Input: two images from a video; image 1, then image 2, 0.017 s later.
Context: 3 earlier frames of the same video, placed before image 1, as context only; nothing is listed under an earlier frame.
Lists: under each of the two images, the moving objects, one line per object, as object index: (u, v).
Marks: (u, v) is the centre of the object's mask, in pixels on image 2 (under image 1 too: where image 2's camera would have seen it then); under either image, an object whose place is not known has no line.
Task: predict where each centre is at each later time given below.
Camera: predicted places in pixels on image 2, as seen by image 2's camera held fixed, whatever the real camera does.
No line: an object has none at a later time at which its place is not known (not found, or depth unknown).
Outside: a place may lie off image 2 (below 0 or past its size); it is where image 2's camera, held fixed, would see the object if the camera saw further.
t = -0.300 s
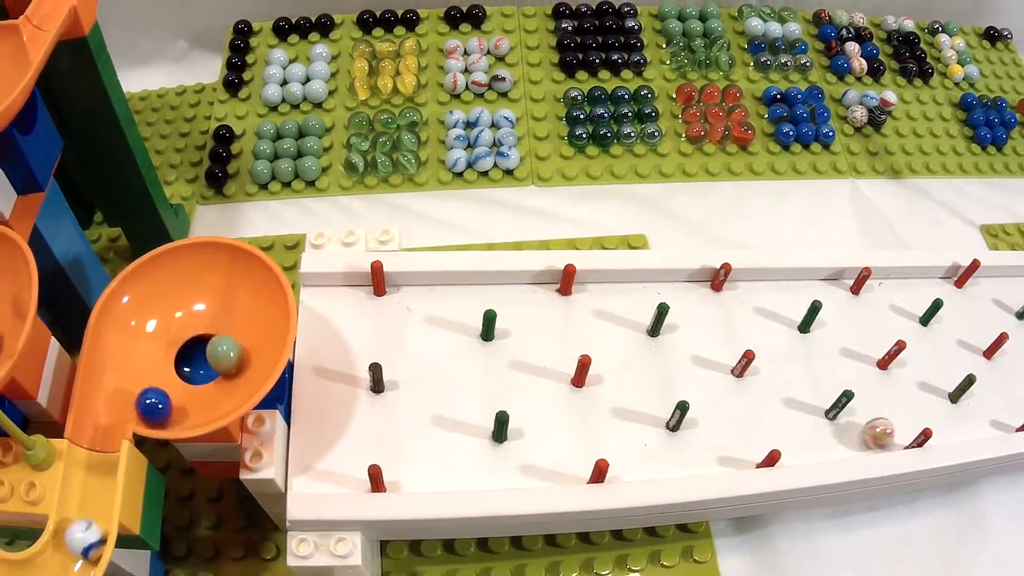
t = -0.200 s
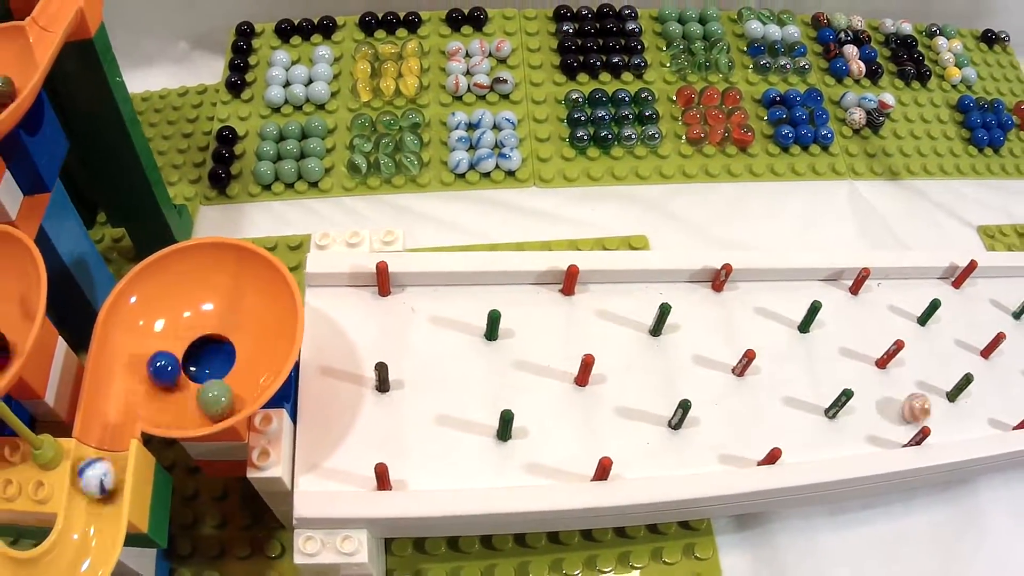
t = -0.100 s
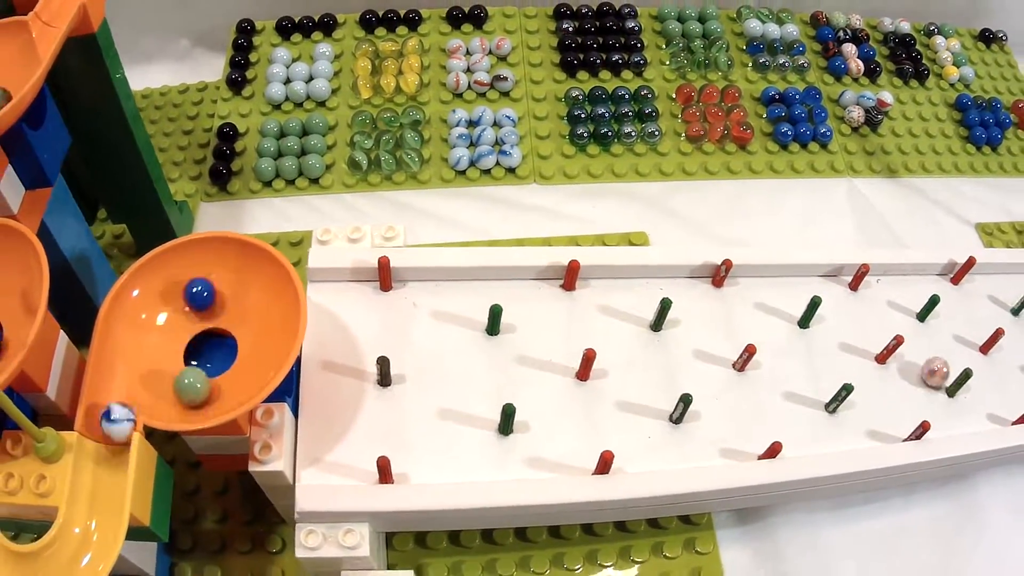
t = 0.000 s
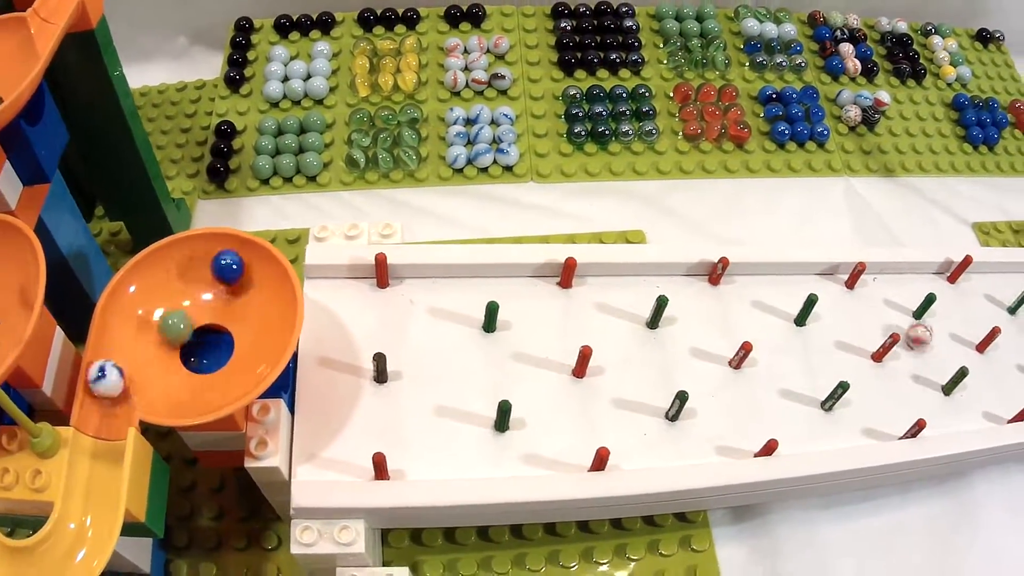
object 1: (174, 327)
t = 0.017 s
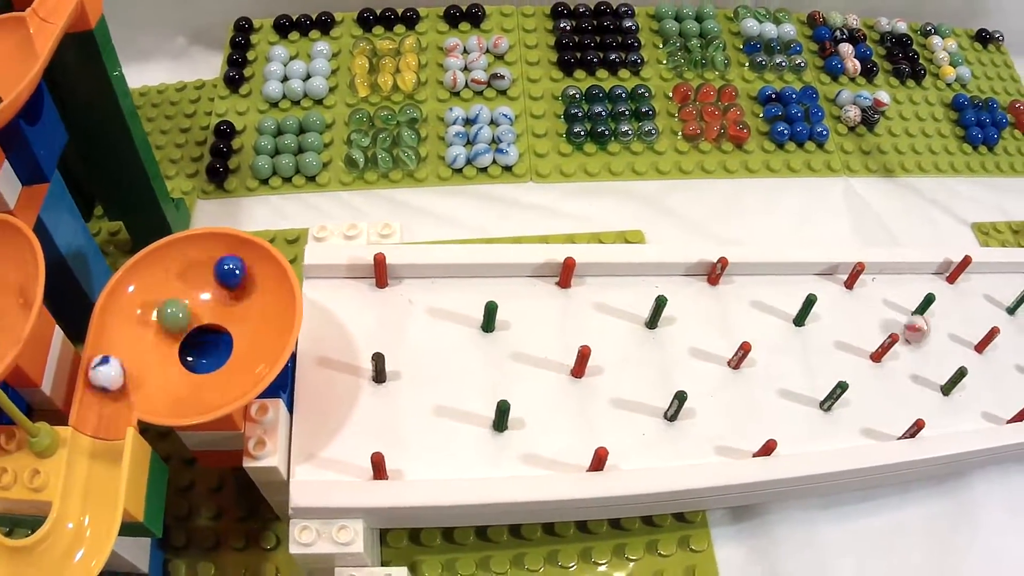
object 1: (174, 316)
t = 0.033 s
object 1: (174, 307)
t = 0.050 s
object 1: (176, 298)
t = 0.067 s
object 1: (179, 290)
